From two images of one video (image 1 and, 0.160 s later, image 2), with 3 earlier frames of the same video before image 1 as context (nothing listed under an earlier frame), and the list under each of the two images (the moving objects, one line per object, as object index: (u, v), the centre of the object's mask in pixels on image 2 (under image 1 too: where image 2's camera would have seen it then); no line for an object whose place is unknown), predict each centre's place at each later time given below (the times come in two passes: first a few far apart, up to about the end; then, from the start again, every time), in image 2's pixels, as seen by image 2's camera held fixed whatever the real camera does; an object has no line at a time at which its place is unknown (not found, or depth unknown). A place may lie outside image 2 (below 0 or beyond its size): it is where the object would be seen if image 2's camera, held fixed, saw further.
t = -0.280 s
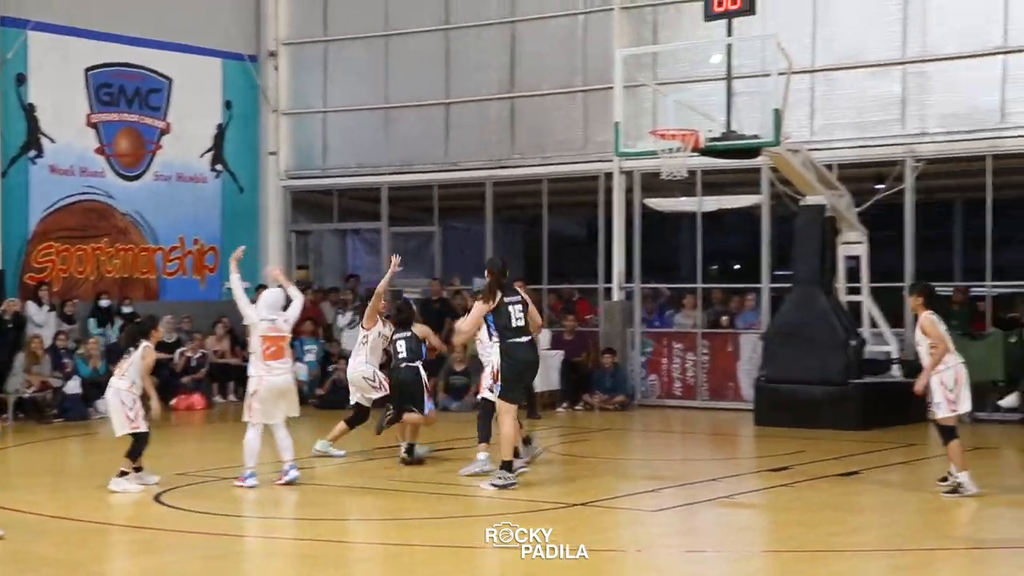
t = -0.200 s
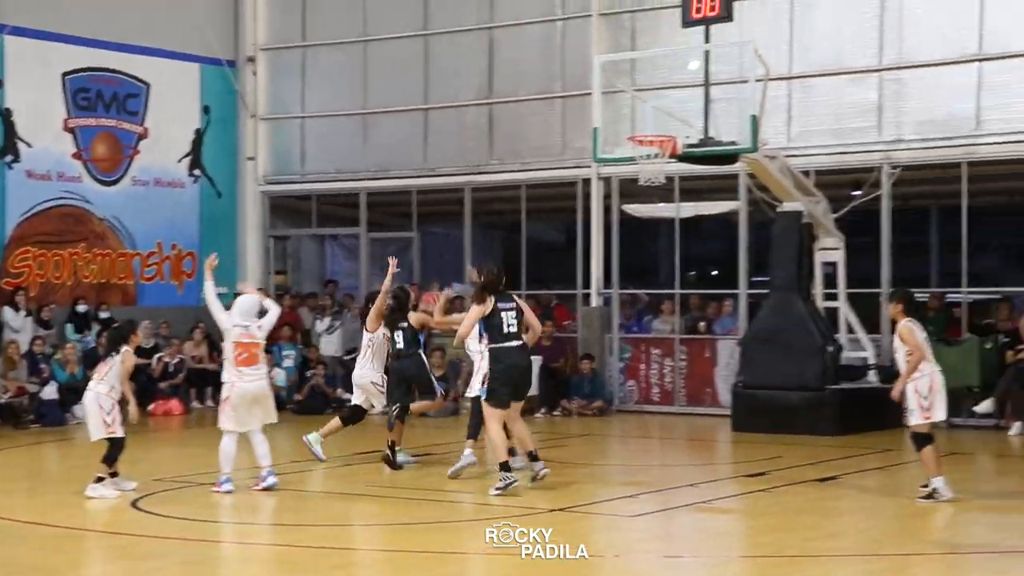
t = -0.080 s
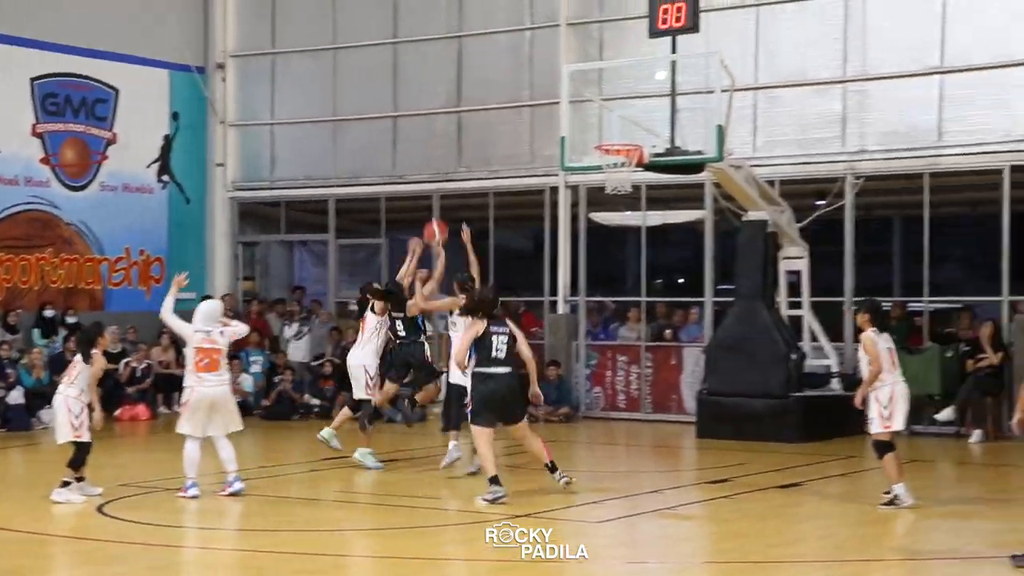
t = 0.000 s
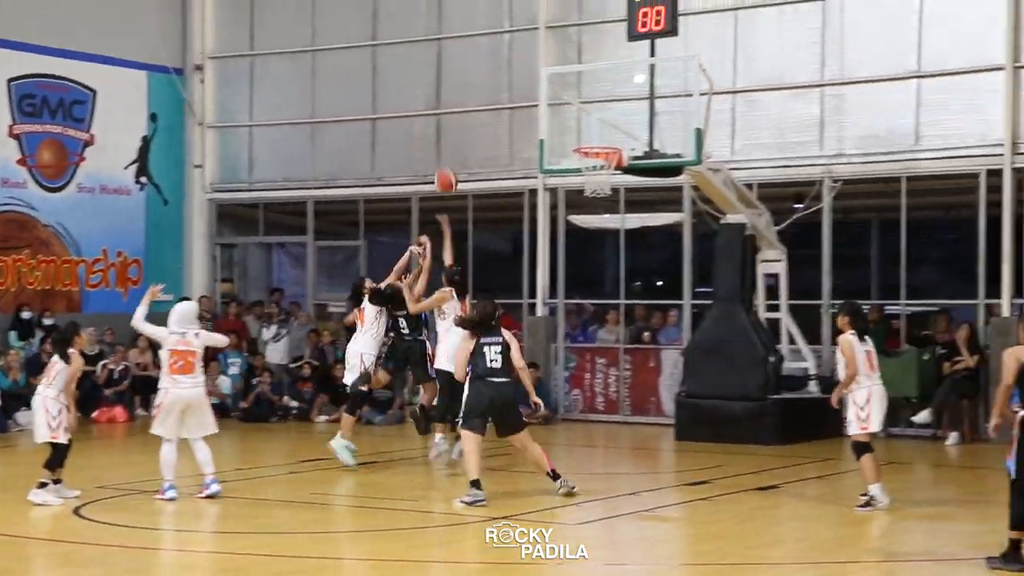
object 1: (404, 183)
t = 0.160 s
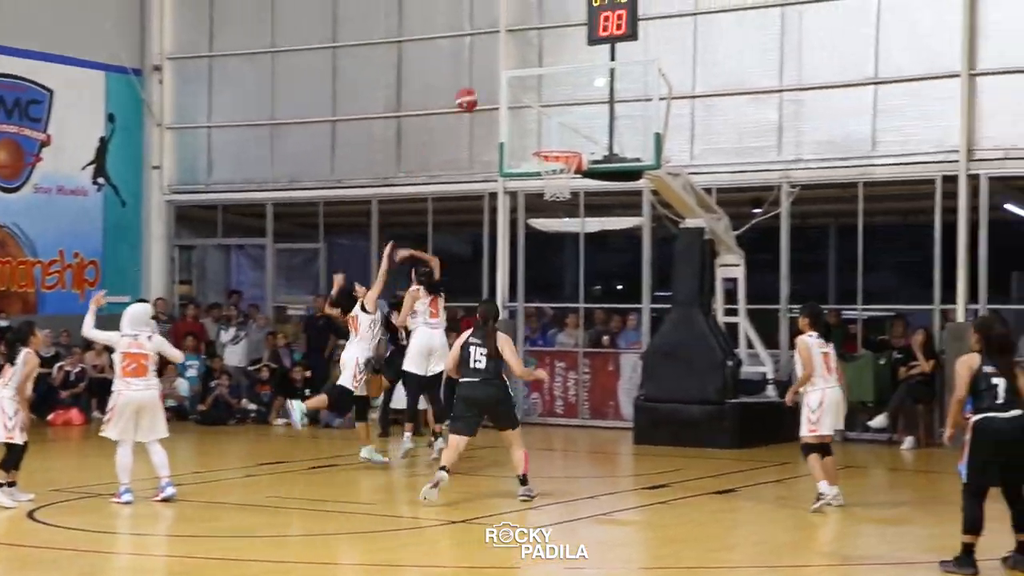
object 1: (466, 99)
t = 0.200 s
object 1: (481, 82)
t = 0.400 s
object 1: (555, 23)
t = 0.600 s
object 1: (627, 3)
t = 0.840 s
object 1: (704, 31)
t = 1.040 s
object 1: (765, 95)
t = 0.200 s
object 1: (481, 82)
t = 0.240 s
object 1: (497, 67)
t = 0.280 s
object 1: (512, 53)
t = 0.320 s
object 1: (526, 41)
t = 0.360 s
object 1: (541, 31)
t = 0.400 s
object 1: (555, 23)
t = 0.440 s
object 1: (570, 16)
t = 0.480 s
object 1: (584, 10)
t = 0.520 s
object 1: (598, 7)
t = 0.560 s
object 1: (612, 4)
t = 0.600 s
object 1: (627, 3)
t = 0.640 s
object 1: (641, 3)
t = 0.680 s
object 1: (652, 6)
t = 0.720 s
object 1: (666, 10)
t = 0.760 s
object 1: (680, 16)
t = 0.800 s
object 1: (692, 22)
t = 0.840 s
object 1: (704, 31)
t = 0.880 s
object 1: (717, 41)
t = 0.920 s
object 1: (729, 52)
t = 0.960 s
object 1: (741, 65)
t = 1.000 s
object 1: (753, 79)
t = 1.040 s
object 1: (765, 95)
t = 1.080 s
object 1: (776, 111)
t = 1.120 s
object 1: (789, 129)
